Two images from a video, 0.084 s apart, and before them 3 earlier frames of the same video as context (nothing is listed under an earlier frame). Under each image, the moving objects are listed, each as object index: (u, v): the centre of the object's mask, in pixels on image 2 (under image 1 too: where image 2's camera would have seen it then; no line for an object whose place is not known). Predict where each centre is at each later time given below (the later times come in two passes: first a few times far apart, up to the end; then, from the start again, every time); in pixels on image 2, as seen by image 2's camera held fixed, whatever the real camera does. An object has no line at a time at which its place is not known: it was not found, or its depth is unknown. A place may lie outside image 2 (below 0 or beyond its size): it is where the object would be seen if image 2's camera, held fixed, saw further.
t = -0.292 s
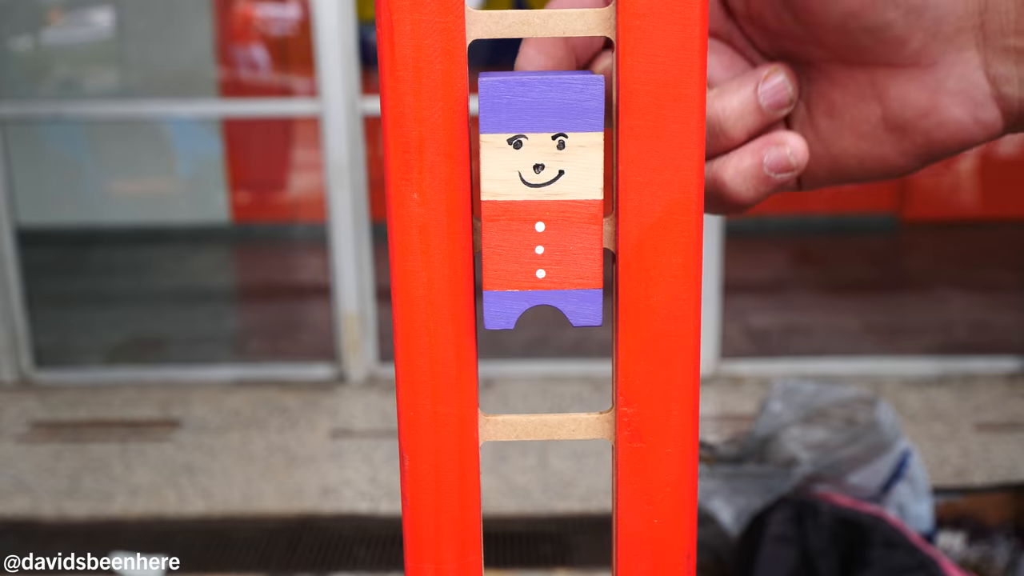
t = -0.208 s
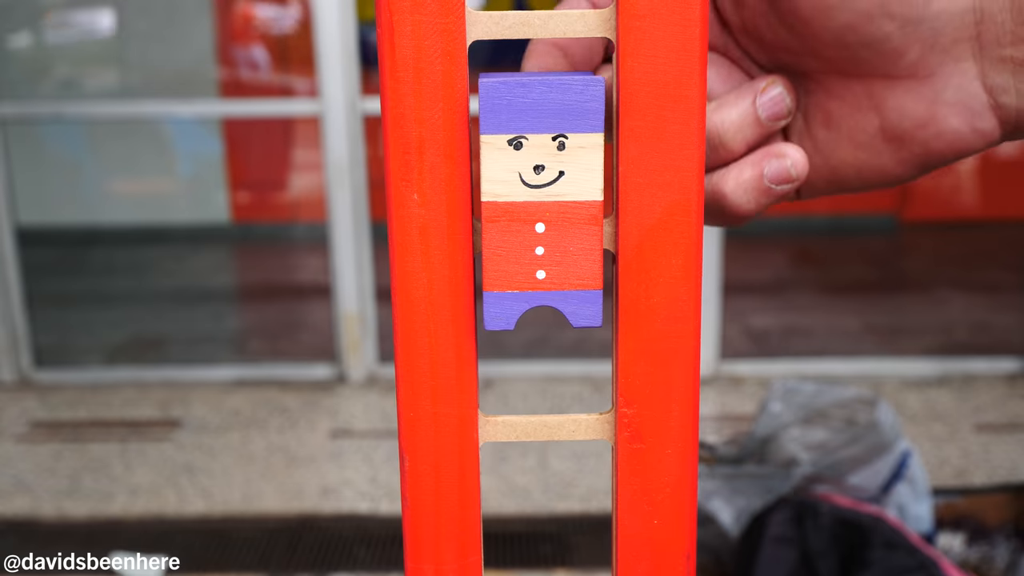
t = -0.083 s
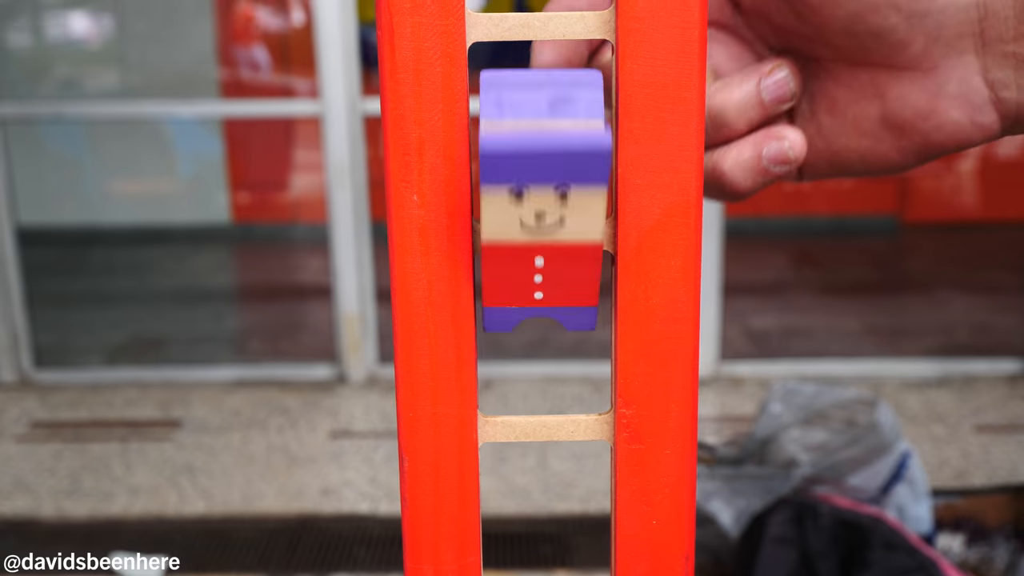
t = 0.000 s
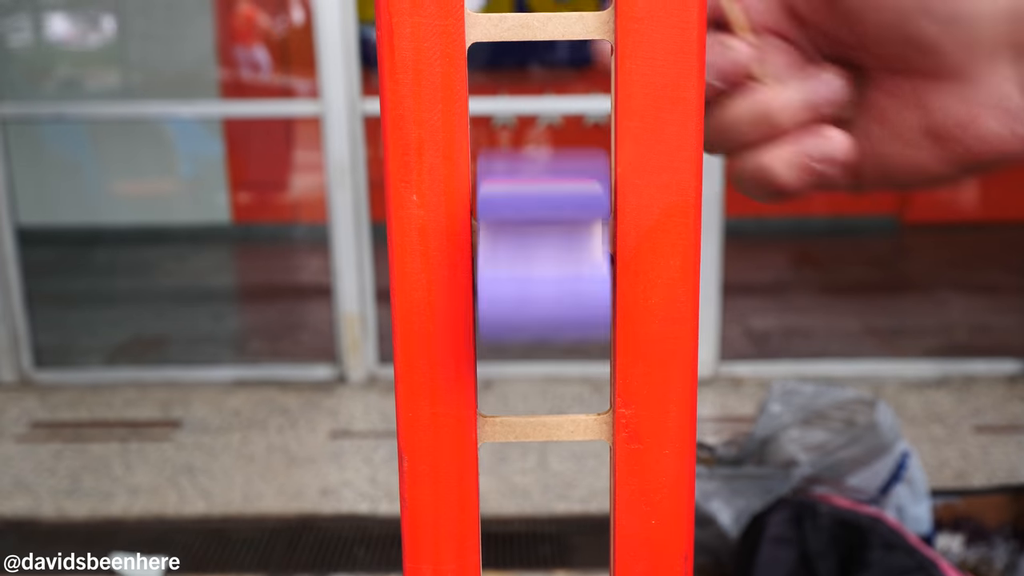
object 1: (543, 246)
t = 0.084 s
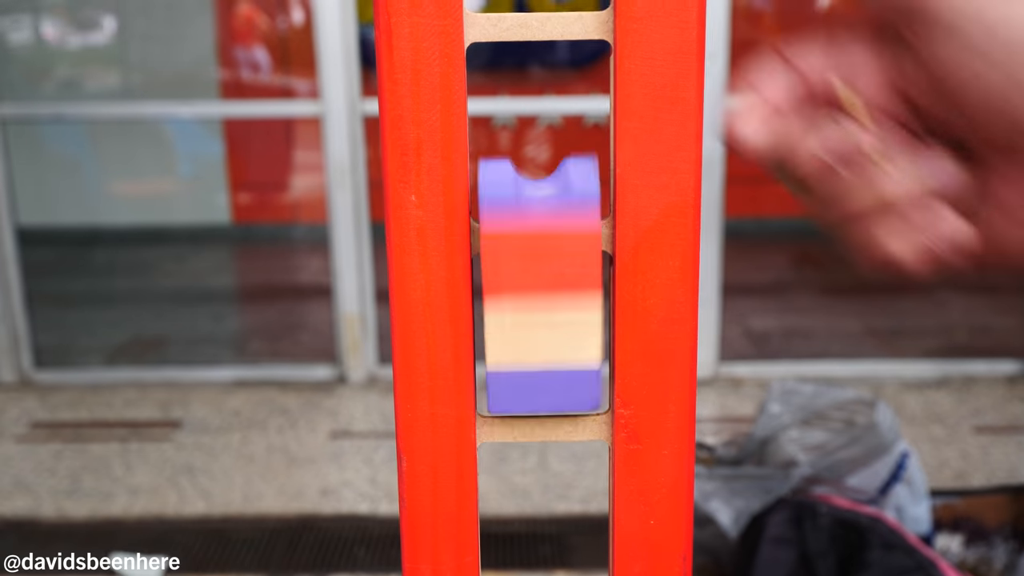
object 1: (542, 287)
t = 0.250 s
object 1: (539, 331)
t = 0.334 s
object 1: (541, 389)
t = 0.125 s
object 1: (541, 301)
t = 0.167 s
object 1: (540, 308)
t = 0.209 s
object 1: (539, 315)
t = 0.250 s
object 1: (539, 331)
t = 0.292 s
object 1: (540, 376)
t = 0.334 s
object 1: (541, 389)
